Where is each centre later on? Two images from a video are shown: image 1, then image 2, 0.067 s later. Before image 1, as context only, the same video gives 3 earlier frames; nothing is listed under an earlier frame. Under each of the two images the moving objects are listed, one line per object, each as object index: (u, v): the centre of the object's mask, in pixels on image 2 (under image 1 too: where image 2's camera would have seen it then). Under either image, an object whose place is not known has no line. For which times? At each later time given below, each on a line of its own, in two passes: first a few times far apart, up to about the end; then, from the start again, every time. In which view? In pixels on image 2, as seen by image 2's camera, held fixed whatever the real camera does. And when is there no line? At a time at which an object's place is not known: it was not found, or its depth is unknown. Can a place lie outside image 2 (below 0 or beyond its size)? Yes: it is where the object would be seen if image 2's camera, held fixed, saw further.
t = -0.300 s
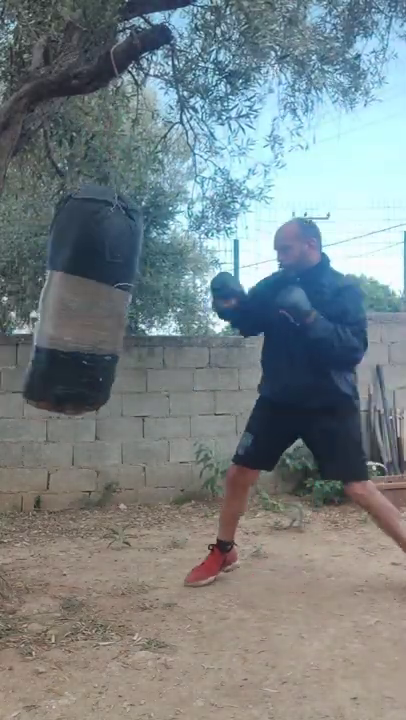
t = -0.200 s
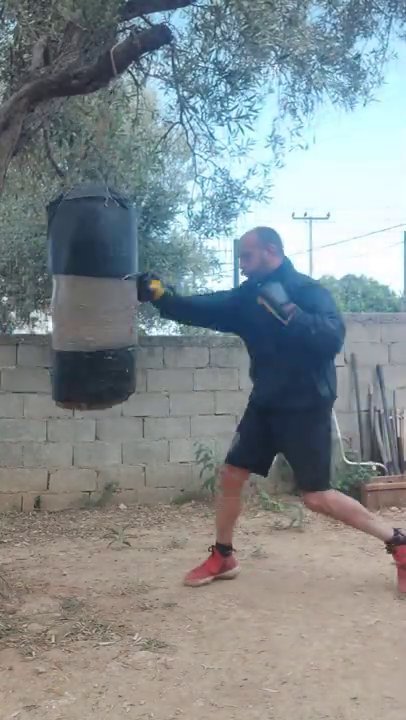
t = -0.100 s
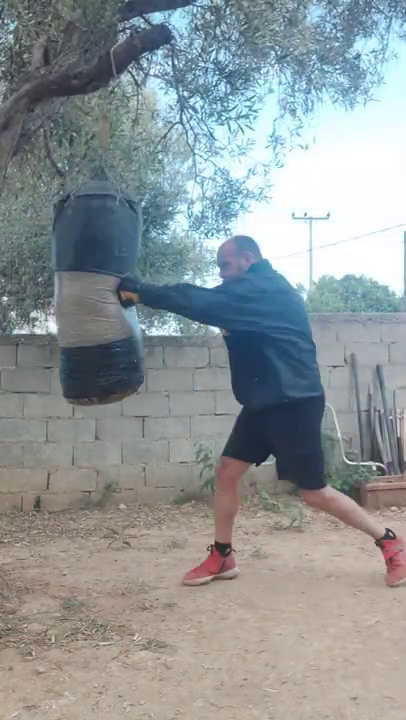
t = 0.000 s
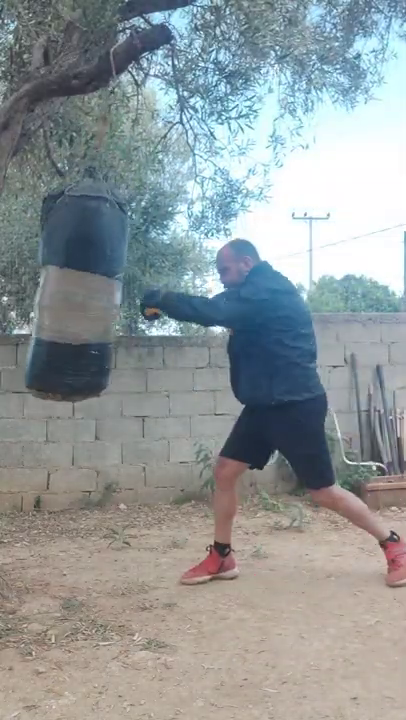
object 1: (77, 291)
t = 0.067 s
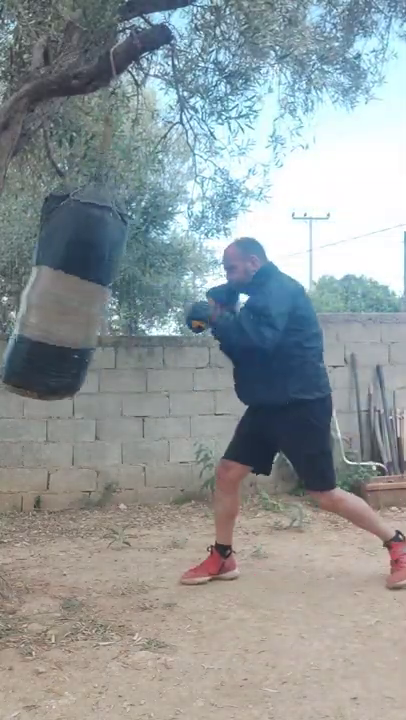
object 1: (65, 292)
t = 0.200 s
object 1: (53, 282)
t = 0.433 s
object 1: (45, 267)
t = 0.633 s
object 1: (59, 298)
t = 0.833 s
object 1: (100, 293)
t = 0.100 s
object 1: (61, 292)
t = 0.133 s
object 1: (58, 289)
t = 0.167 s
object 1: (56, 285)
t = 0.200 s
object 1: (53, 282)
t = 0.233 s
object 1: (50, 278)
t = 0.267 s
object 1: (49, 272)
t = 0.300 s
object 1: (47, 269)
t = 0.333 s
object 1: (46, 266)
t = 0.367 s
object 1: (45, 265)
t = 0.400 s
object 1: (45, 266)
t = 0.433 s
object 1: (45, 267)
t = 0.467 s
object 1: (45, 270)
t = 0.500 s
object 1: (47, 276)
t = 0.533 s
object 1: (49, 282)
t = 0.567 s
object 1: (51, 289)
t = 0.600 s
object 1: (55, 295)
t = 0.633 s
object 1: (59, 298)
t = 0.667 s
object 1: (63, 301)
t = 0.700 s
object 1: (69, 301)
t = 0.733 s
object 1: (75, 299)
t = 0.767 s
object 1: (84, 296)
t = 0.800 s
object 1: (91, 294)
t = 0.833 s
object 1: (100, 293)
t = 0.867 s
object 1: (108, 292)
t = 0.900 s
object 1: (117, 293)
